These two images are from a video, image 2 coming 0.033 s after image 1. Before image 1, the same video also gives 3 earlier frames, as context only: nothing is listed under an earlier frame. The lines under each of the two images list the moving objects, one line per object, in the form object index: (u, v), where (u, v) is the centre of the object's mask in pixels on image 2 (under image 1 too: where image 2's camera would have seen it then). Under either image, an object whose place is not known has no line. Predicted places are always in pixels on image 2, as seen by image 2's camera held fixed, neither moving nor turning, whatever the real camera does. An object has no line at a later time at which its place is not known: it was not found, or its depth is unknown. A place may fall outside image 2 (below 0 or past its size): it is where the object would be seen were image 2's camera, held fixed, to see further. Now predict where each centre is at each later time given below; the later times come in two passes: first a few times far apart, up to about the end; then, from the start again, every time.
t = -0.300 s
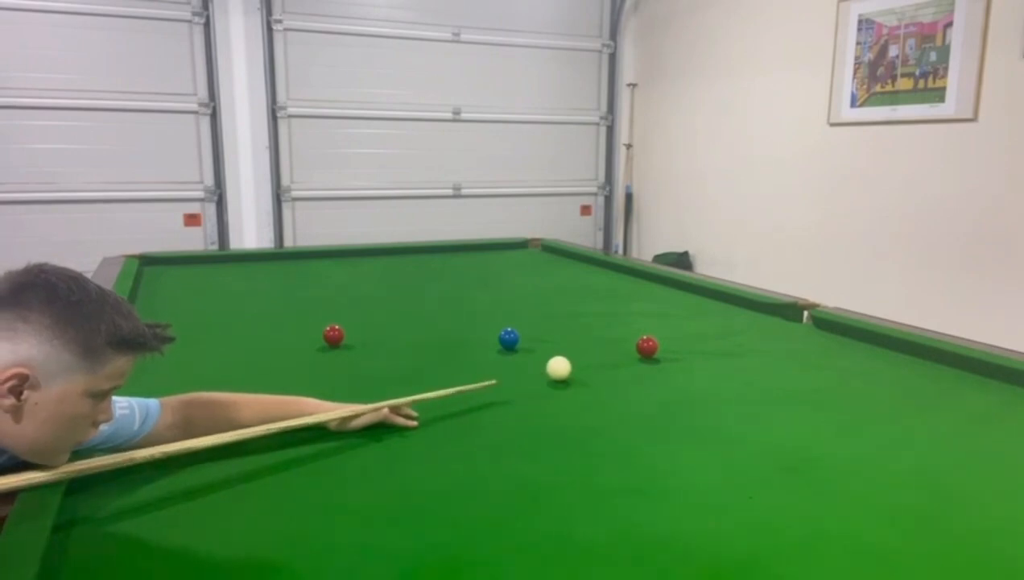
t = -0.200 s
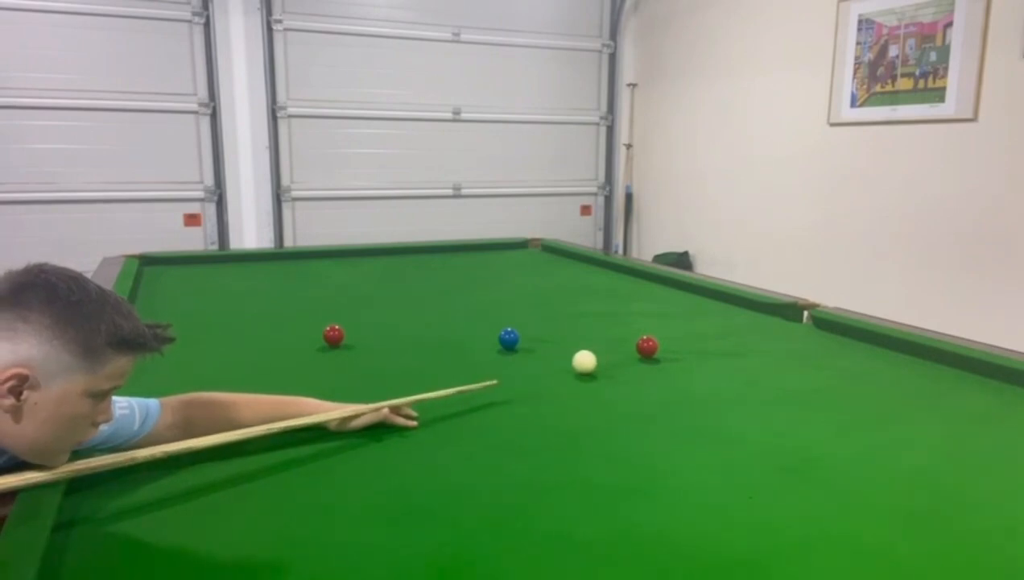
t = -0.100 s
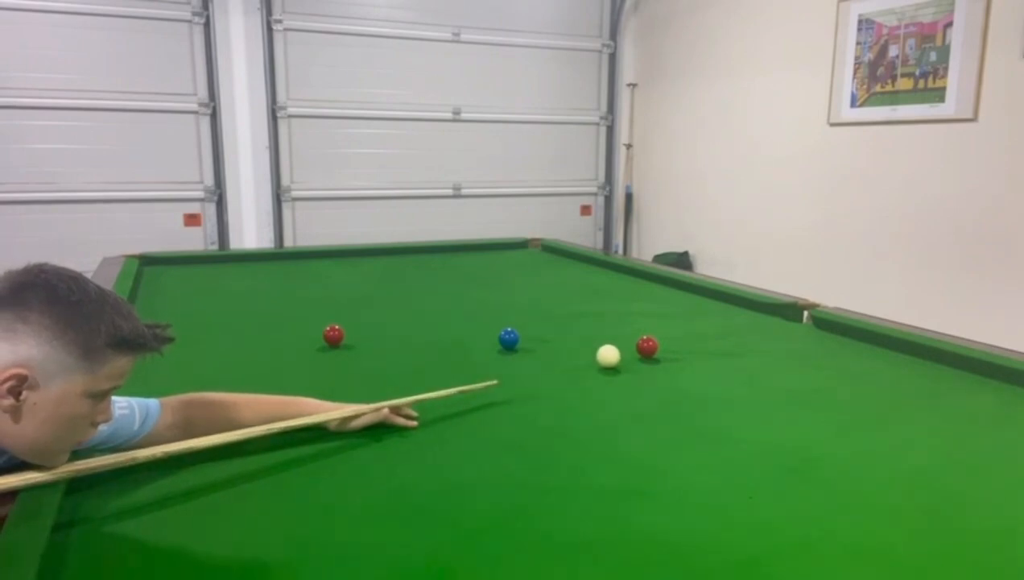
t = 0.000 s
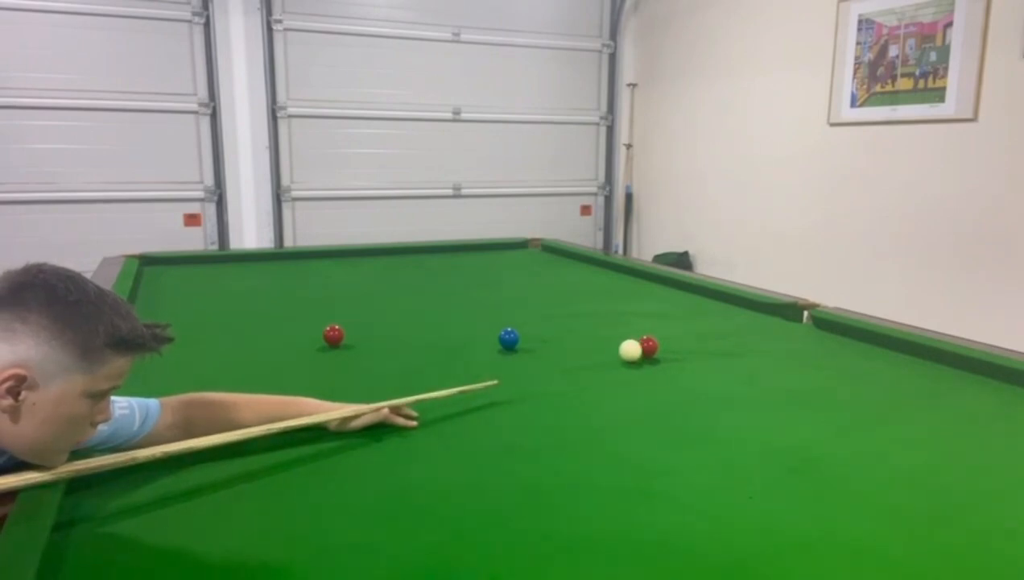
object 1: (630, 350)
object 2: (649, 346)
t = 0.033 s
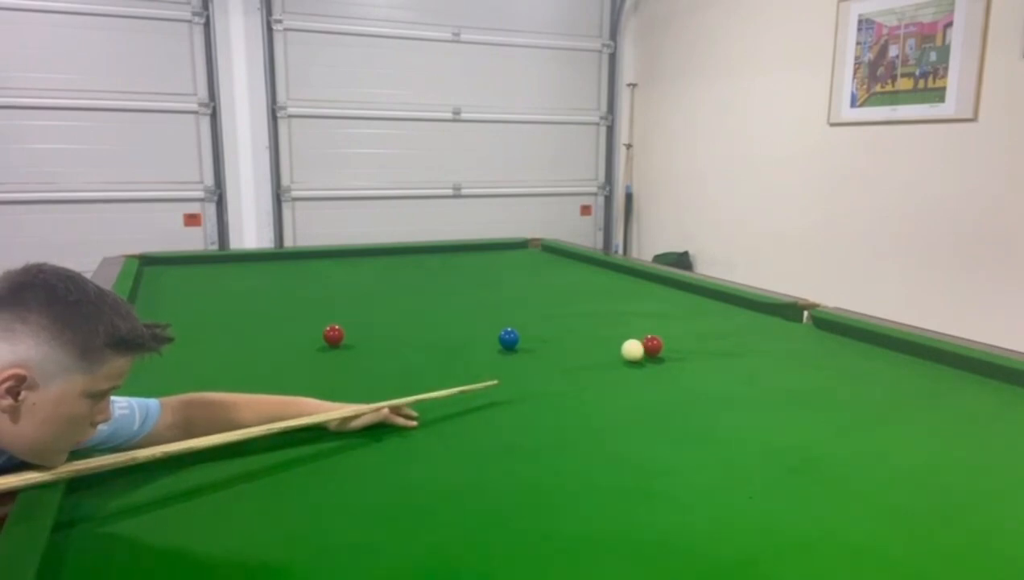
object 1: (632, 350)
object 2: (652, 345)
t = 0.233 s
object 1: (642, 348)
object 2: (679, 338)
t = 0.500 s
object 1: (653, 345)
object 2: (708, 332)
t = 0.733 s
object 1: (662, 343)
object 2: (730, 327)
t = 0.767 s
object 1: (663, 343)
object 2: (733, 326)
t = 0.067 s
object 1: (633, 349)
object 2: (657, 344)
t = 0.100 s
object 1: (635, 349)
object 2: (662, 343)
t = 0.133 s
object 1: (637, 349)
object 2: (666, 341)
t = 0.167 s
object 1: (639, 348)
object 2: (671, 340)
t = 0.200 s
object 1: (640, 348)
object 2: (675, 339)
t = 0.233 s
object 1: (642, 348)
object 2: (679, 338)
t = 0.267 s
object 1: (643, 347)
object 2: (682, 338)
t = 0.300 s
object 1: (645, 347)
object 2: (686, 337)
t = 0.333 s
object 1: (646, 347)
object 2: (690, 336)
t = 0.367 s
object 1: (648, 347)
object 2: (693, 335)
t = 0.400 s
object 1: (649, 346)
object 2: (697, 334)
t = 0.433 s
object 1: (650, 346)
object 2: (701, 333)
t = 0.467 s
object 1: (652, 345)
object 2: (704, 333)
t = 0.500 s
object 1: (653, 345)
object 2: (708, 332)
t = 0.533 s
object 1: (654, 345)
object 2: (711, 331)
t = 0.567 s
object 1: (655, 345)
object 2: (715, 331)
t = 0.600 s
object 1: (657, 344)
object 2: (718, 330)
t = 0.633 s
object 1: (658, 344)
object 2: (721, 329)
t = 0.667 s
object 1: (659, 344)
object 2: (724, 328)
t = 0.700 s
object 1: (660, 343)
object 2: (727, 327)
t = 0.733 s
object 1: (662, 343)
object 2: (730, 327)
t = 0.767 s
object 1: (663, 343)
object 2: (733, 326)
